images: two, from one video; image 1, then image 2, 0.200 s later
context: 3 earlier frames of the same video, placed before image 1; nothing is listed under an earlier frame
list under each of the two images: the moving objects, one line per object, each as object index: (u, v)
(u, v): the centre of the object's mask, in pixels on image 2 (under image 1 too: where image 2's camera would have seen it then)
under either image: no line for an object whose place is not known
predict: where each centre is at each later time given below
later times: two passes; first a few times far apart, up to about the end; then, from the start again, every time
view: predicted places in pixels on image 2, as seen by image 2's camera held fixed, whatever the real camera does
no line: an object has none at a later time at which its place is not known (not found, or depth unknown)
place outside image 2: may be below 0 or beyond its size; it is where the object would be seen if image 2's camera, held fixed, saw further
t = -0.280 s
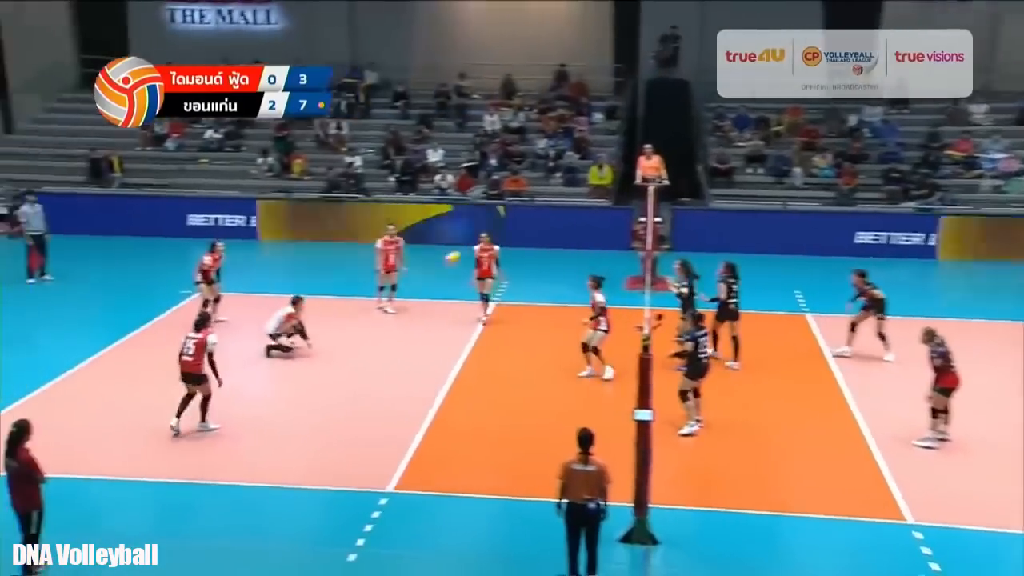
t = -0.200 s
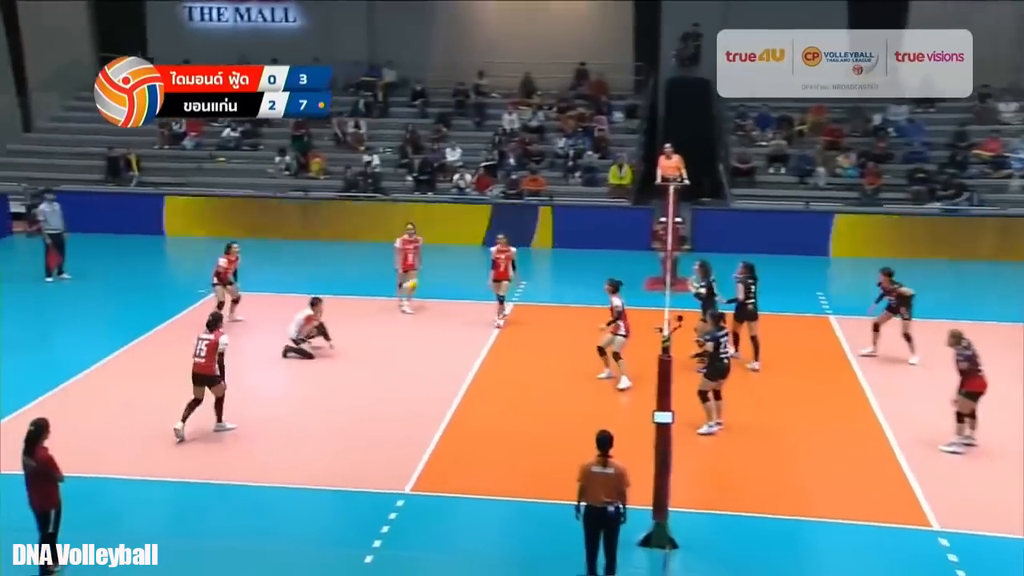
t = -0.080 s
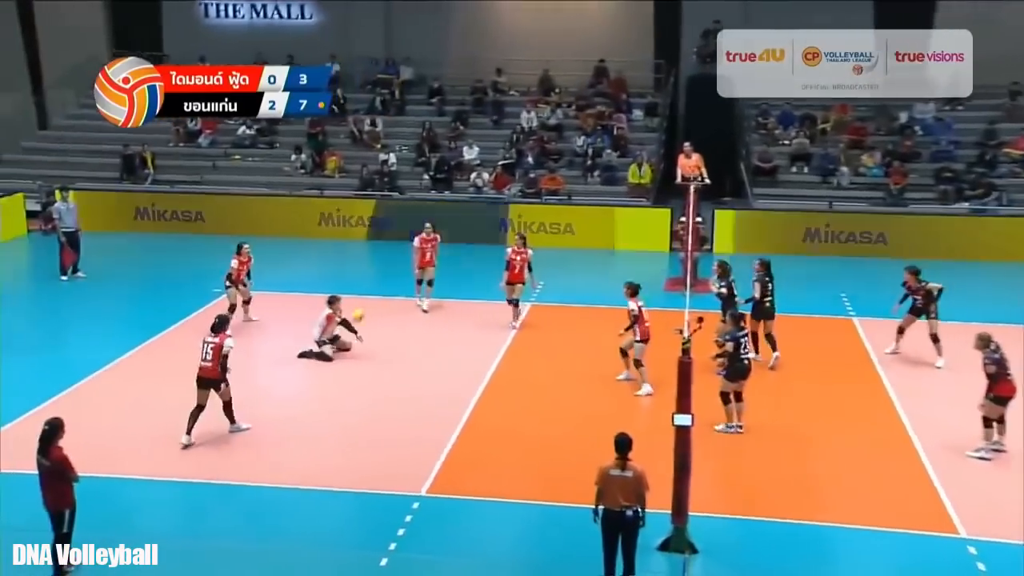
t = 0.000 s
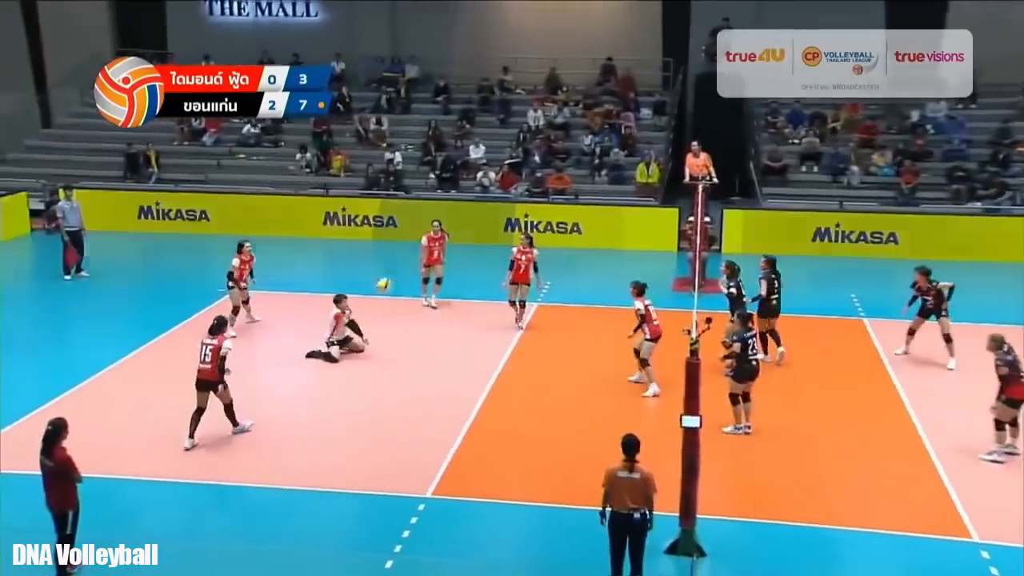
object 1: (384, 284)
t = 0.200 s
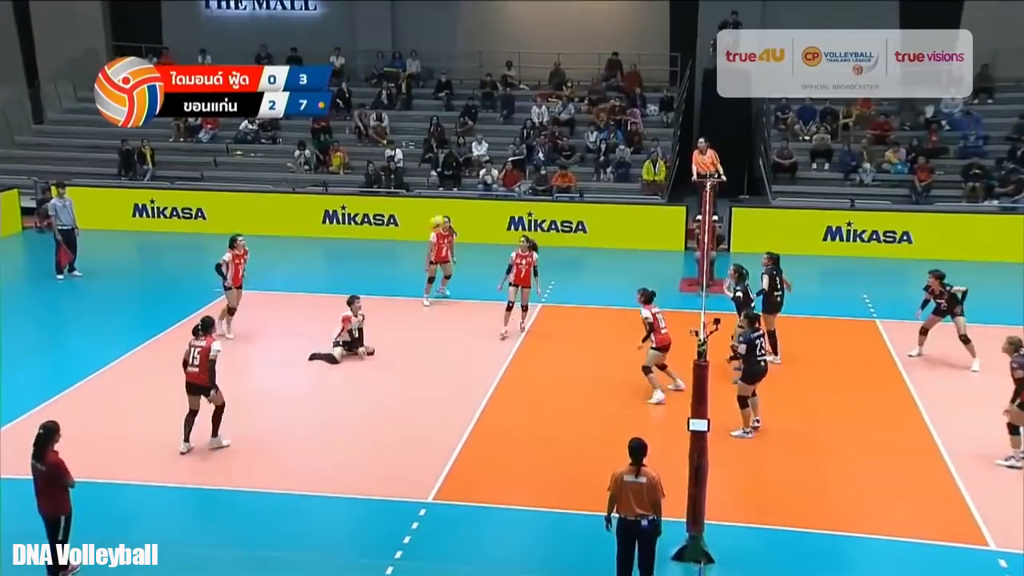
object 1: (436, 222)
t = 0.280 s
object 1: (457, 203)
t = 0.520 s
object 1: (523, 171)
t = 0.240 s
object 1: (446, 211)
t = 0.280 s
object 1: (457, 203)
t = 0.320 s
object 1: (468, 195)
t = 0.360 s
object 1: (479, 188)
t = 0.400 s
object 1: (490, 181)
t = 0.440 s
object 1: (500, 177)
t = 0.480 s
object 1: (510, 174)
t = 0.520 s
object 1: (523, 171)
